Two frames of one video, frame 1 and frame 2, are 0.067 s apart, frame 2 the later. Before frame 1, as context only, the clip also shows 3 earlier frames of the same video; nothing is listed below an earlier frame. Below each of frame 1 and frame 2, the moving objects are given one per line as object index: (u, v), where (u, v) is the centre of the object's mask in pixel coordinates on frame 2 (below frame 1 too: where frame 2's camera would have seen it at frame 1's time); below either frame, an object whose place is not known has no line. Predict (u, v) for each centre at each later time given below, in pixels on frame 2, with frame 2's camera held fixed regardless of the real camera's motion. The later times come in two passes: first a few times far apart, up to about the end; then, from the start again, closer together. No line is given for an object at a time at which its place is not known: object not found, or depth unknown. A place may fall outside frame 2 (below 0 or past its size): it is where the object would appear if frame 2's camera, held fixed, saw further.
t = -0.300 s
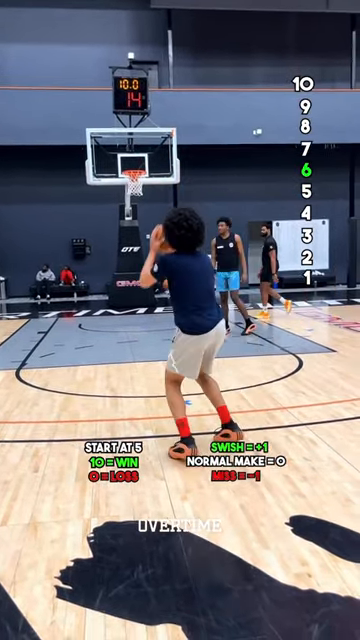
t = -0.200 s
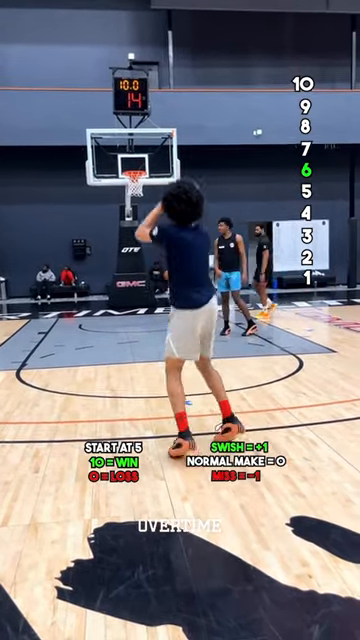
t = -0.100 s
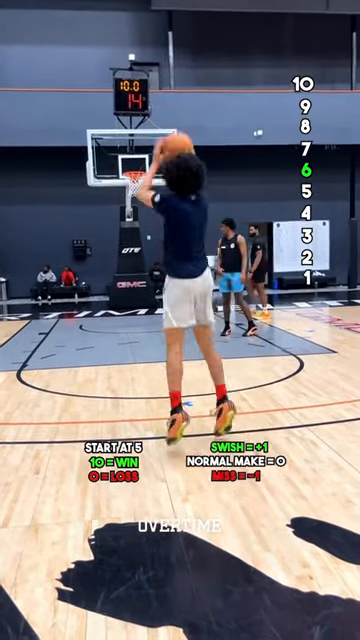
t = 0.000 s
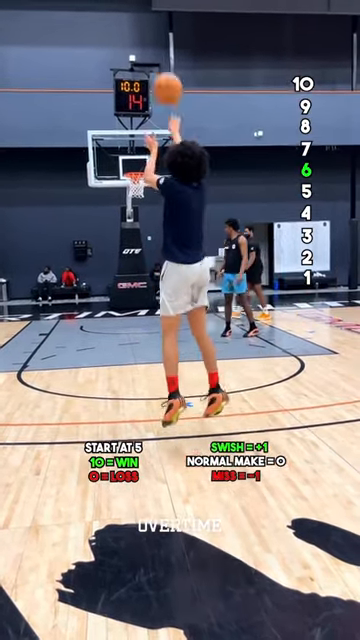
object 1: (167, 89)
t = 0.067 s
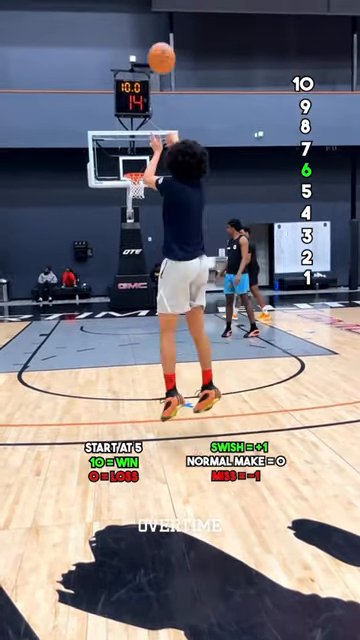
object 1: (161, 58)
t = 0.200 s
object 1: (152, 21)
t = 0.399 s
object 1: (143, 10)
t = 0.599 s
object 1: (138, 30)
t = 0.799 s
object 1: (136, 70)
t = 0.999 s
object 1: (135, 123)
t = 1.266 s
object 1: (136, 195)
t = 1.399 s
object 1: (138, 221)
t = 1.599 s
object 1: (140, 275)
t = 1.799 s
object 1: (142, 300)
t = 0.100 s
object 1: (158, 47)
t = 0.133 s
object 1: (156, 36)
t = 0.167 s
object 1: (154, 29)
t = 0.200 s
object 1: (152, 21)
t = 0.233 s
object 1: (150, 17)
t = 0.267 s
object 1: (148, 13)
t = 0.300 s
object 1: (147, 10)
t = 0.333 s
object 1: (145, 9)
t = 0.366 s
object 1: (144, 9)
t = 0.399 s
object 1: (143, 10)
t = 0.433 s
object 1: (142, 11)
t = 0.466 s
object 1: (141, 14)
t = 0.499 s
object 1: (140, 17)
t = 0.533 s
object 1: (140, 21)
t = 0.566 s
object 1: (139, 25)
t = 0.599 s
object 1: (138, 30)
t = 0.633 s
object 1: (138, 36)
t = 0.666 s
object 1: (138, 42)
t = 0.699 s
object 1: (137, 48)
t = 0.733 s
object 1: (137, 56)
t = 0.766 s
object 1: (136, 63)
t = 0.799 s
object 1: (136, 70)
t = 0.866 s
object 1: (135, 87)
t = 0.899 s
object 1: (136, 96)
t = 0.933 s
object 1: (135, 105)
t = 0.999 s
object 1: (135, 123)
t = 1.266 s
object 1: (136, 195)
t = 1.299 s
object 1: (136, 201)
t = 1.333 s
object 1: (137, 207)
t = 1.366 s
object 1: (137, 214)
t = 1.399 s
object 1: (138, 221)
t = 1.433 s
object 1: (138, 229)
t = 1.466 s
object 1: (138, 238)
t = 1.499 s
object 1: (139, 247)
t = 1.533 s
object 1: (139, 256)
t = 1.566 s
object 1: (139, 265)
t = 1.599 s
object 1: (140, 275)
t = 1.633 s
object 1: (141, 286)
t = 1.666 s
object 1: (141, 296)
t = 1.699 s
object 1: (141, 306)
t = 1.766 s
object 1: (141, 308)
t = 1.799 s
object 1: (142, 300)
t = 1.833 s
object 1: (142, 293)
